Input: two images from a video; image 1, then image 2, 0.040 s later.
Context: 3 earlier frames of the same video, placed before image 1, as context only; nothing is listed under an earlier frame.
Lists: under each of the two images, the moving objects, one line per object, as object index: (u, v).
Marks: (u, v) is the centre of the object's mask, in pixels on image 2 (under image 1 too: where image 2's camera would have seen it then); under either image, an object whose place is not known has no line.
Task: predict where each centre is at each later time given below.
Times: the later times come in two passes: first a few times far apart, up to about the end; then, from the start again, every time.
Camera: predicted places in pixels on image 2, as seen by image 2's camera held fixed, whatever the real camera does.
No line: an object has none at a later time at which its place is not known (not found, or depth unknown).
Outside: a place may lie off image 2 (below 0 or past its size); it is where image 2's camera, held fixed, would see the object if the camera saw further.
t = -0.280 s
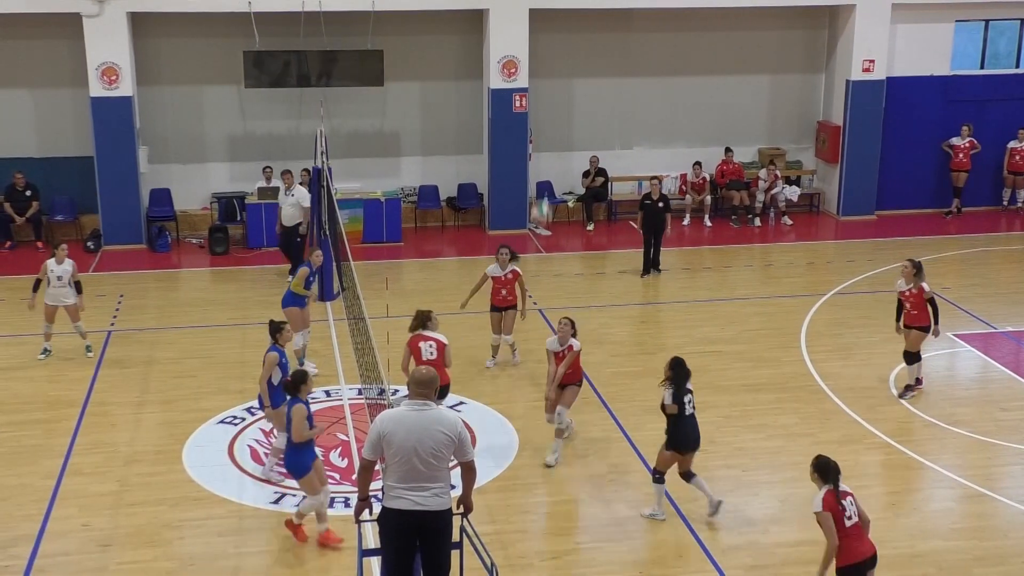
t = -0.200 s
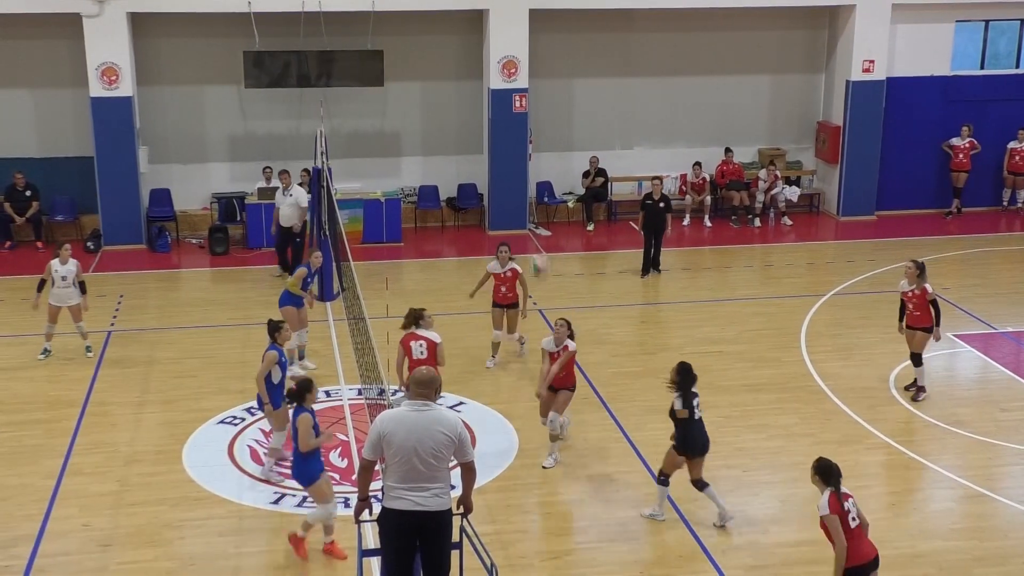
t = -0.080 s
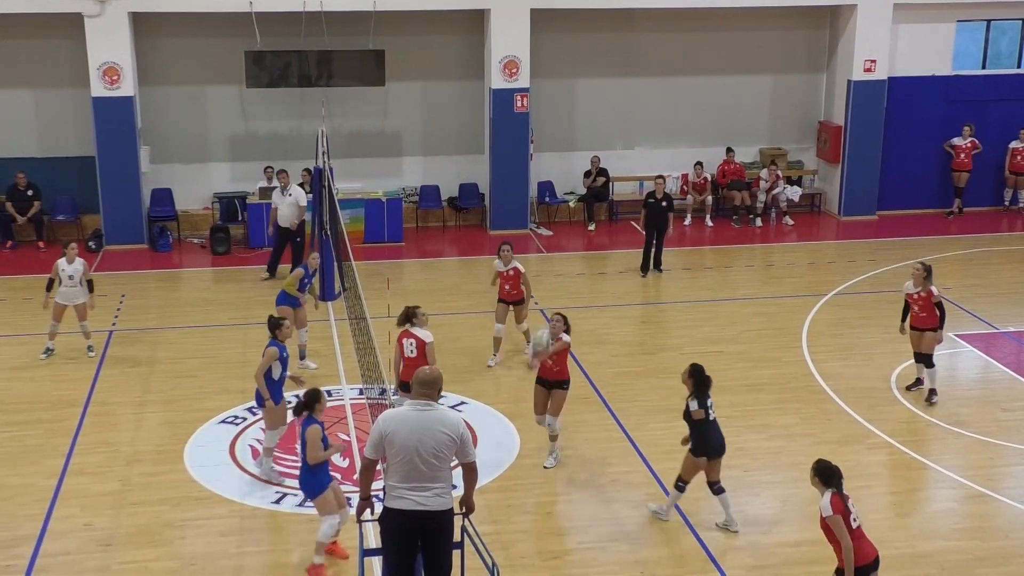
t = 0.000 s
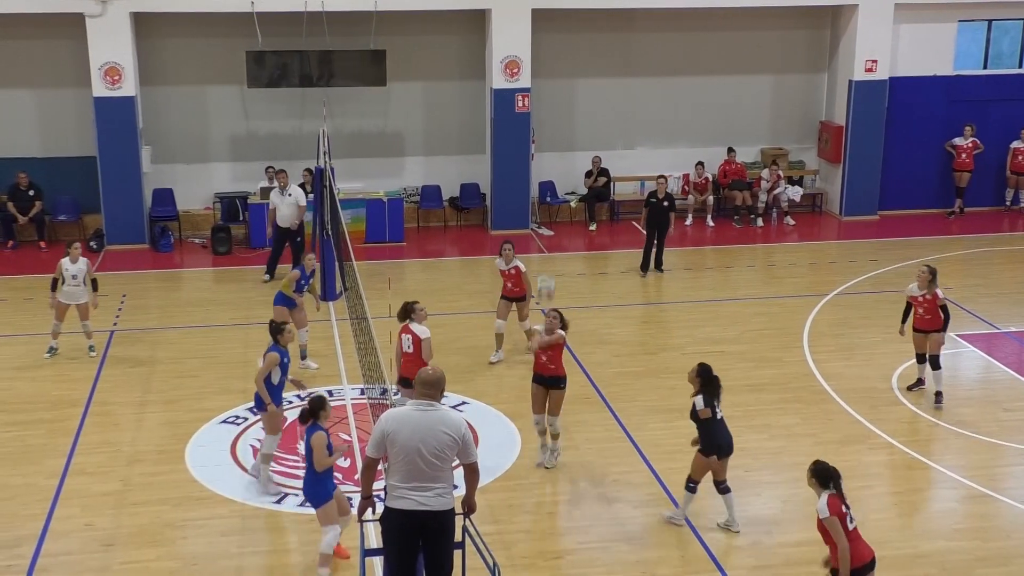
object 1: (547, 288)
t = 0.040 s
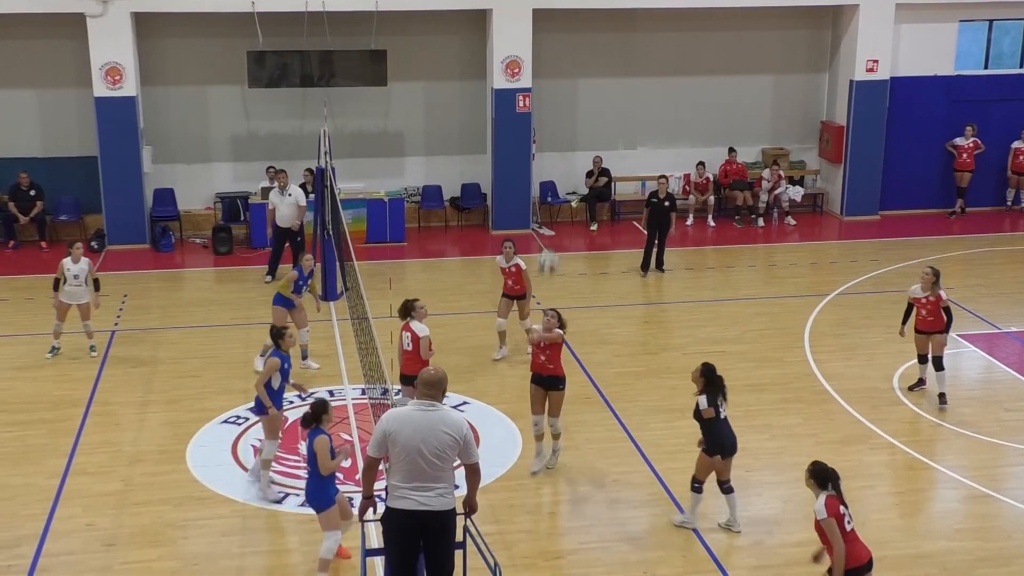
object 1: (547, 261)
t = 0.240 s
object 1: (554, 154)
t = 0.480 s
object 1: (562, 70)
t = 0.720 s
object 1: (571, 49)
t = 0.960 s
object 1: (580, 97)
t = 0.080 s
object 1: (549, 238)
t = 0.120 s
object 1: (551, 216)
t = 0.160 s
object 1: (551, 193)
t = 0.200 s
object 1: (553, 174)
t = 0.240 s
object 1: (554, 154)
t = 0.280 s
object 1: (556, 135)
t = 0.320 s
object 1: (556, 119)
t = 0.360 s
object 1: (558, 104)
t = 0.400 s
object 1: (559, 91)
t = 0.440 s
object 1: (561, 80)
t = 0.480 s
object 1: (562, 70)
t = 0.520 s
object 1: (563, 63)
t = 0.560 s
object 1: (565, 56)
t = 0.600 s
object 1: (566, 51)
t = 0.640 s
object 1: (568, 48)
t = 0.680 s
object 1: (569, 48)
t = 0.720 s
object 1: (571, 49)
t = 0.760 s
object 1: (572, 52)
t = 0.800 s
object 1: (573, 57)
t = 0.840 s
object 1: (575, 63)
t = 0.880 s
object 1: (577, 73)
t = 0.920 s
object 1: (578, 84)
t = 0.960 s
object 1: (580, 97)
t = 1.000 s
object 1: (581, 113)
